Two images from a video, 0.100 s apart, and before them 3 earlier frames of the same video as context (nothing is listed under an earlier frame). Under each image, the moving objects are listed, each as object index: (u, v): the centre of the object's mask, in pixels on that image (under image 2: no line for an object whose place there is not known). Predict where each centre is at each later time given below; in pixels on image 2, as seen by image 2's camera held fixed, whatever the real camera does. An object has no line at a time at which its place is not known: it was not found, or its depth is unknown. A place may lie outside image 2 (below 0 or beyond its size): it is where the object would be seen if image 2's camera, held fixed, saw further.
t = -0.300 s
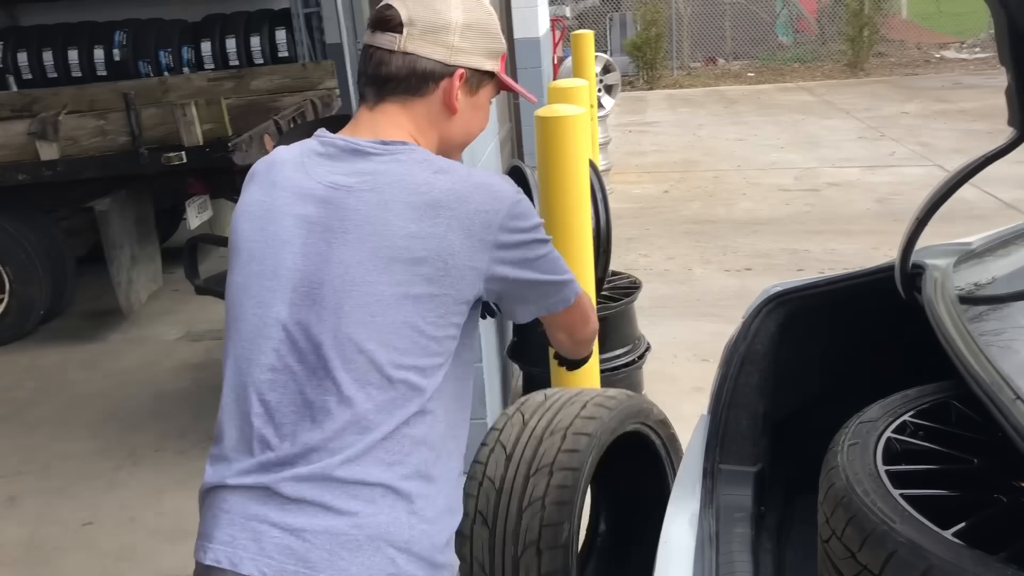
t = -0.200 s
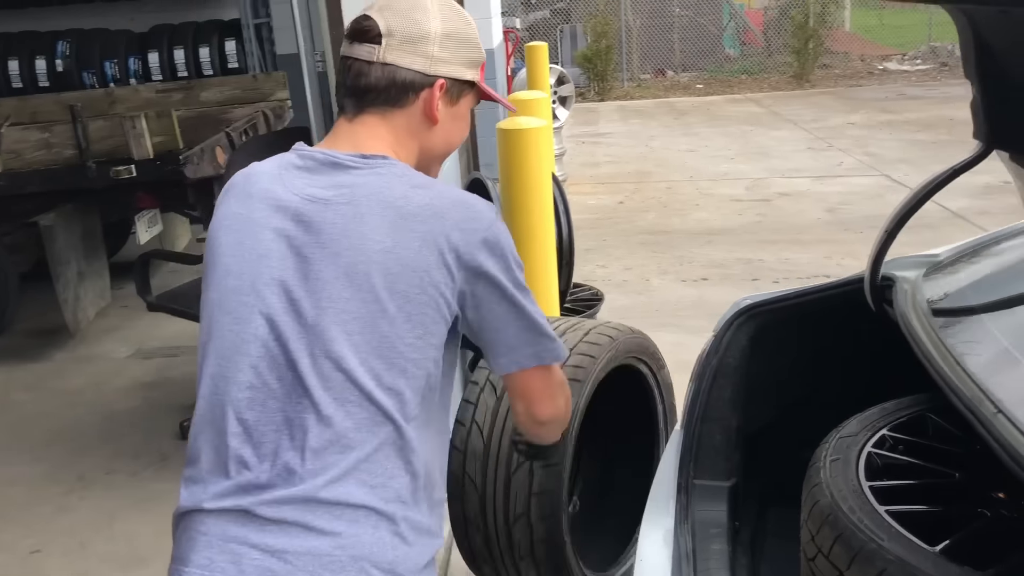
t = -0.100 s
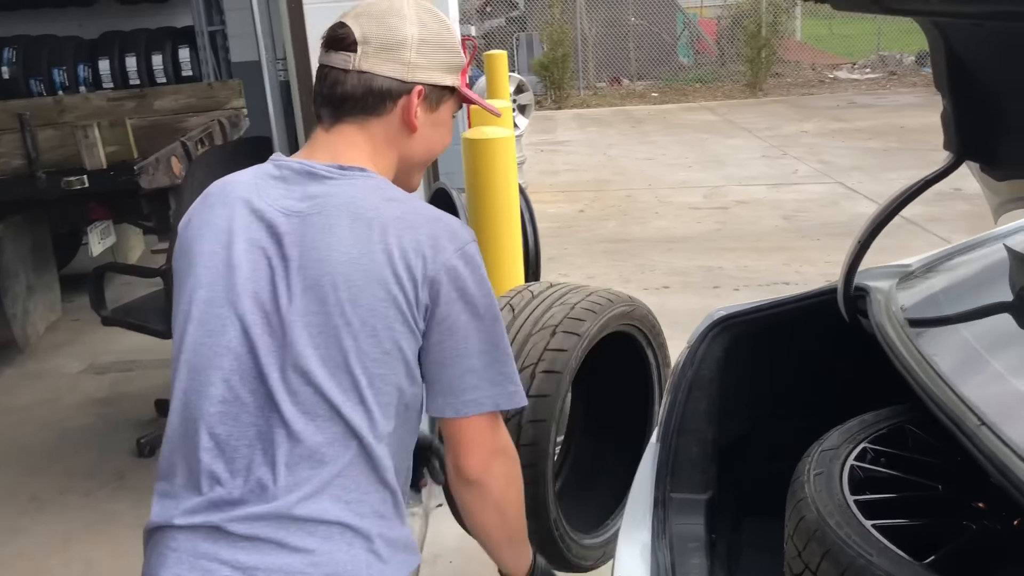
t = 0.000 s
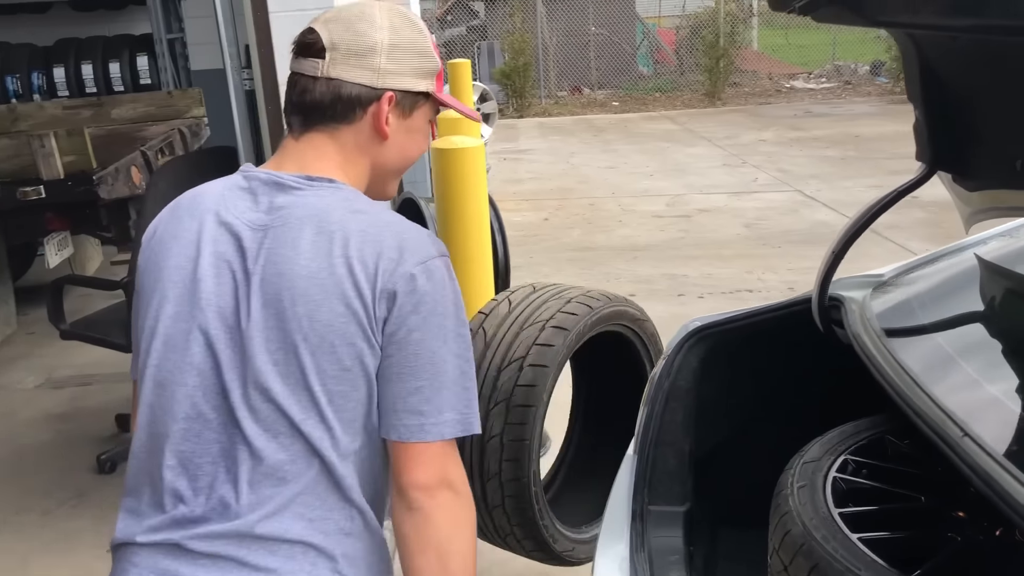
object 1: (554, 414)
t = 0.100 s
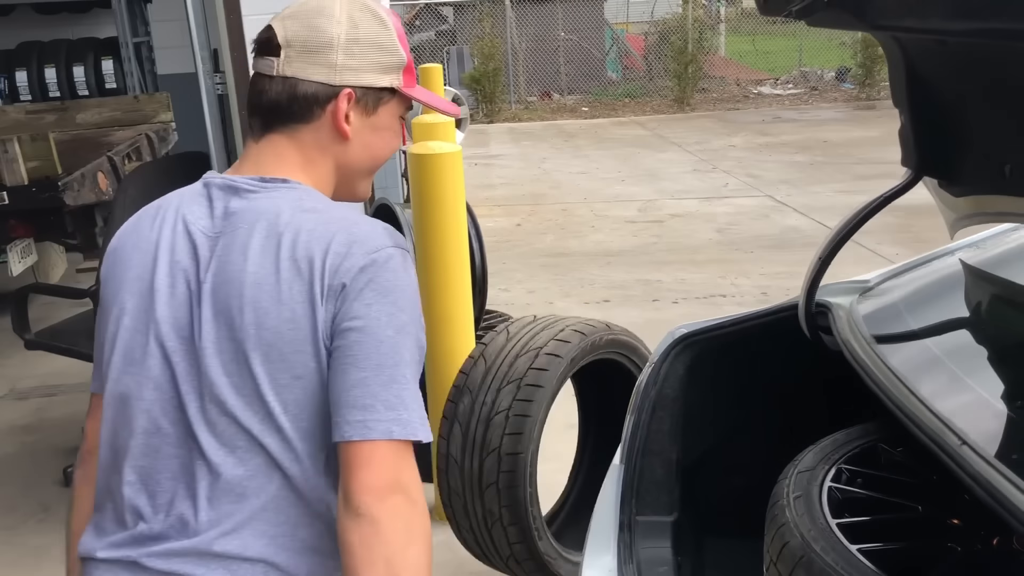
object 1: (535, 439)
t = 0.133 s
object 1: (538, 447)
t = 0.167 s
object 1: (541, 457)
